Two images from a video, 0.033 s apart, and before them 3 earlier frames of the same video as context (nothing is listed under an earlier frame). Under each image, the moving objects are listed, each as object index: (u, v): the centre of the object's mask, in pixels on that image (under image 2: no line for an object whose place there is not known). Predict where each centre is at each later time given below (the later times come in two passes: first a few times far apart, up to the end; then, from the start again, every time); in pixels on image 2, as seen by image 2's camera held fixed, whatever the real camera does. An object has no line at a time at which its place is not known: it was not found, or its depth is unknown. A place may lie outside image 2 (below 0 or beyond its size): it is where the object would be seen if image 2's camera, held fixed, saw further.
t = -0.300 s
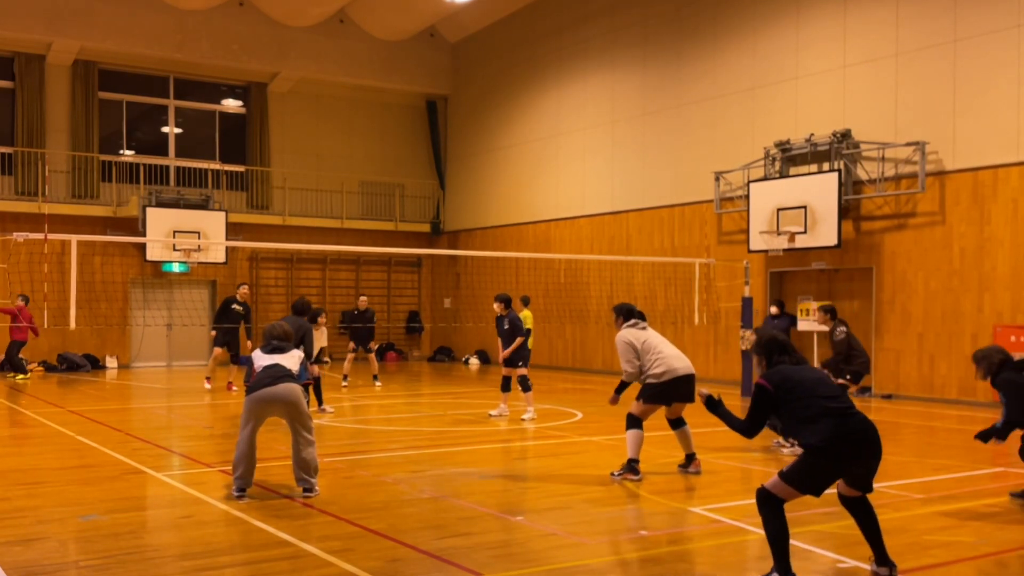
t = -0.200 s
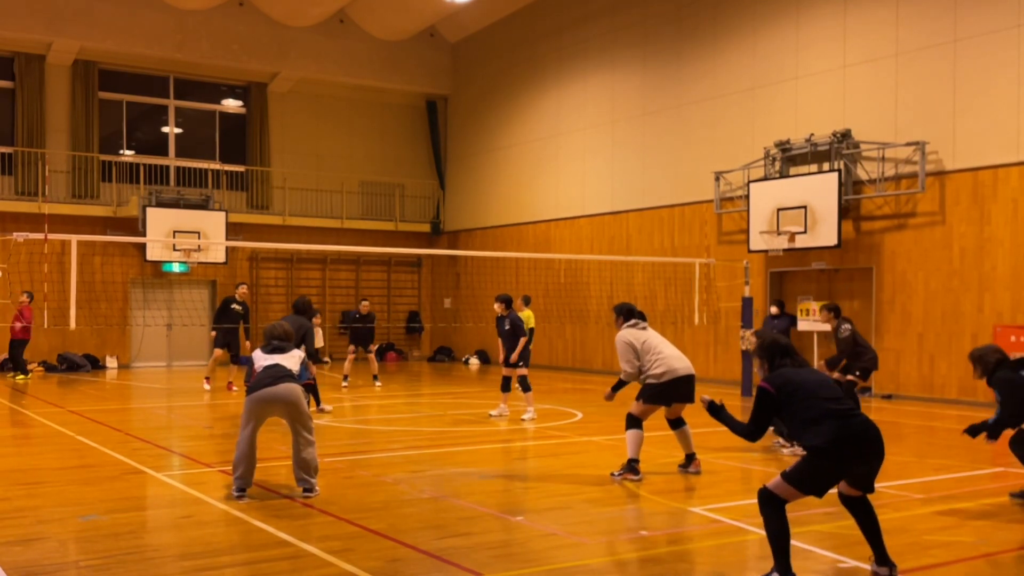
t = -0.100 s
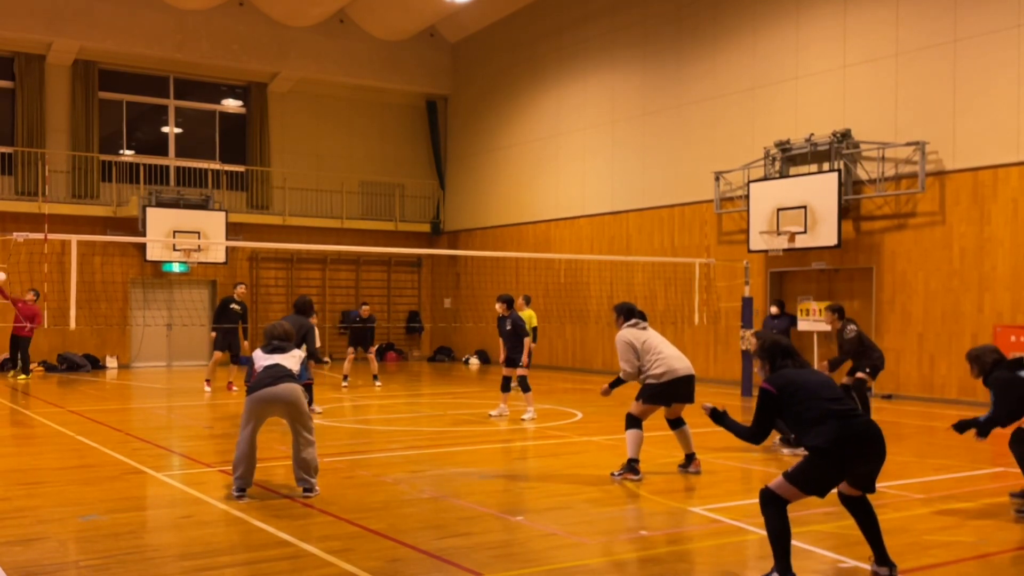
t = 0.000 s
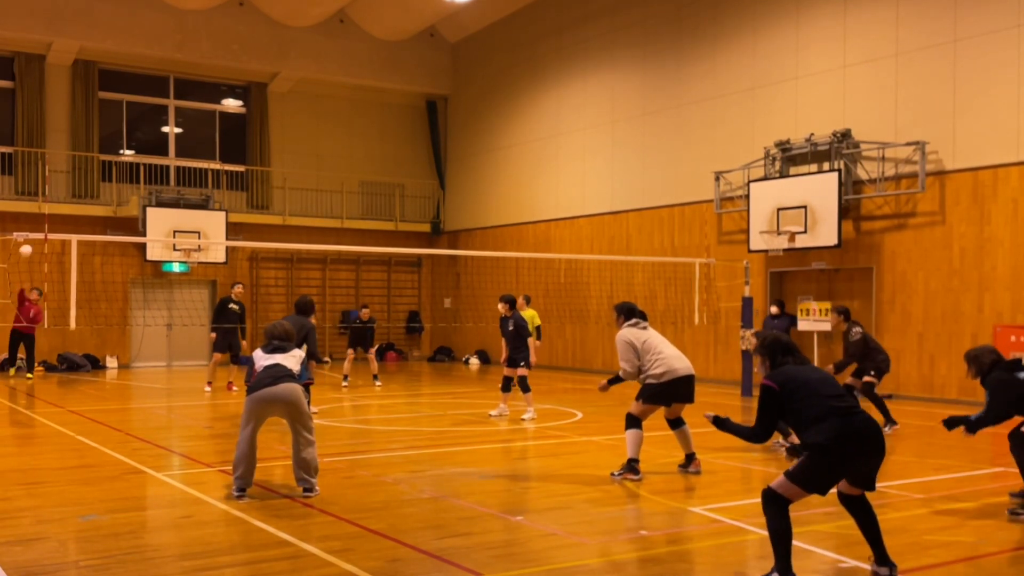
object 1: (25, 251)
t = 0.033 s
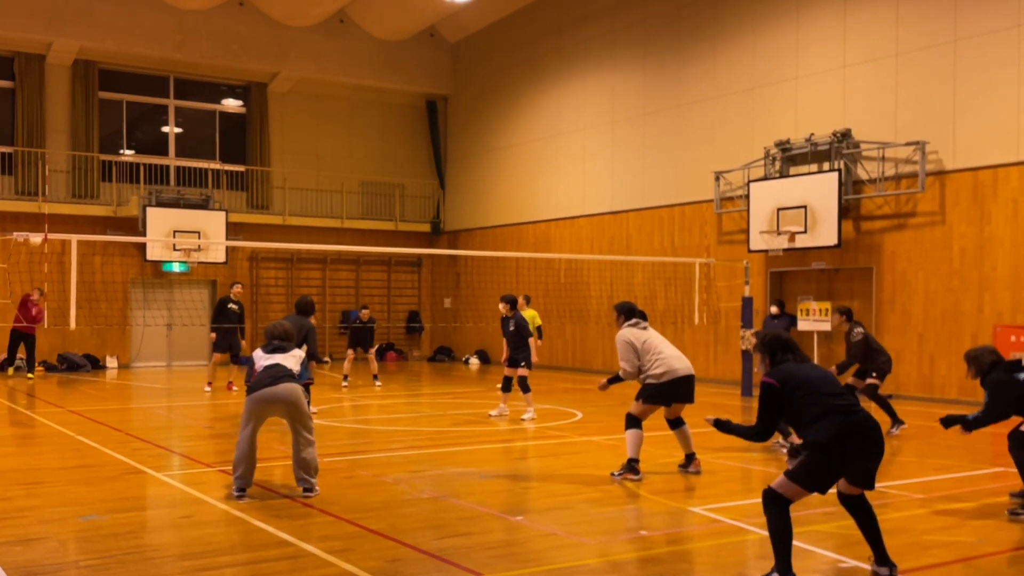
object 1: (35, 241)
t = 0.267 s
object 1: (111, 176)
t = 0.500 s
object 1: (200, 131)
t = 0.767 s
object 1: (328, 104)
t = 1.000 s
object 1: (485, 120)
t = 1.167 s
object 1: (634, 170)
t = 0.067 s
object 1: (45, 229)
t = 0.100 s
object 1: (56, 219)
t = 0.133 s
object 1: (66, 210)
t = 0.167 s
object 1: (78, 199)
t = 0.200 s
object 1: (88, 192)
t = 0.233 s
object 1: (100, 184)
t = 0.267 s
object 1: (111, 176)
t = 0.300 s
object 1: (123, 168)
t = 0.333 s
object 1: (136, 161)
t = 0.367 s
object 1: (147, 153)
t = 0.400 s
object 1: (160, 148)
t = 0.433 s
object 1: (173, 142)
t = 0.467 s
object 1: (186, 136)
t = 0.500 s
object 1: (200, 131)
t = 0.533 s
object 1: (214, 126)
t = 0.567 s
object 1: (228, 121)
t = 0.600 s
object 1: (243, 117)
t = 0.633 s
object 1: (259, 113)
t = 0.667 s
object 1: (275, 110)
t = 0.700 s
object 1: (292, 108)
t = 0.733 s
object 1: (310, 106)
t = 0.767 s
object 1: (328, 104)
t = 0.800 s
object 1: (348, 104)
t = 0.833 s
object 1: (368, 104)
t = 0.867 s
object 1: (389, 105)
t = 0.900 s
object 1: (411, 108)
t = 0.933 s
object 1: (434, 111)
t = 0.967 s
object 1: (459, 115)
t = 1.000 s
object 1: (485, 120)
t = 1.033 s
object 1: (511, 124)
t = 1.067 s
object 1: (539, 134)
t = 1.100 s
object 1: (569, 145)
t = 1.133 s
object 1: (601, 156)
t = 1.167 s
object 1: (634, 170)
